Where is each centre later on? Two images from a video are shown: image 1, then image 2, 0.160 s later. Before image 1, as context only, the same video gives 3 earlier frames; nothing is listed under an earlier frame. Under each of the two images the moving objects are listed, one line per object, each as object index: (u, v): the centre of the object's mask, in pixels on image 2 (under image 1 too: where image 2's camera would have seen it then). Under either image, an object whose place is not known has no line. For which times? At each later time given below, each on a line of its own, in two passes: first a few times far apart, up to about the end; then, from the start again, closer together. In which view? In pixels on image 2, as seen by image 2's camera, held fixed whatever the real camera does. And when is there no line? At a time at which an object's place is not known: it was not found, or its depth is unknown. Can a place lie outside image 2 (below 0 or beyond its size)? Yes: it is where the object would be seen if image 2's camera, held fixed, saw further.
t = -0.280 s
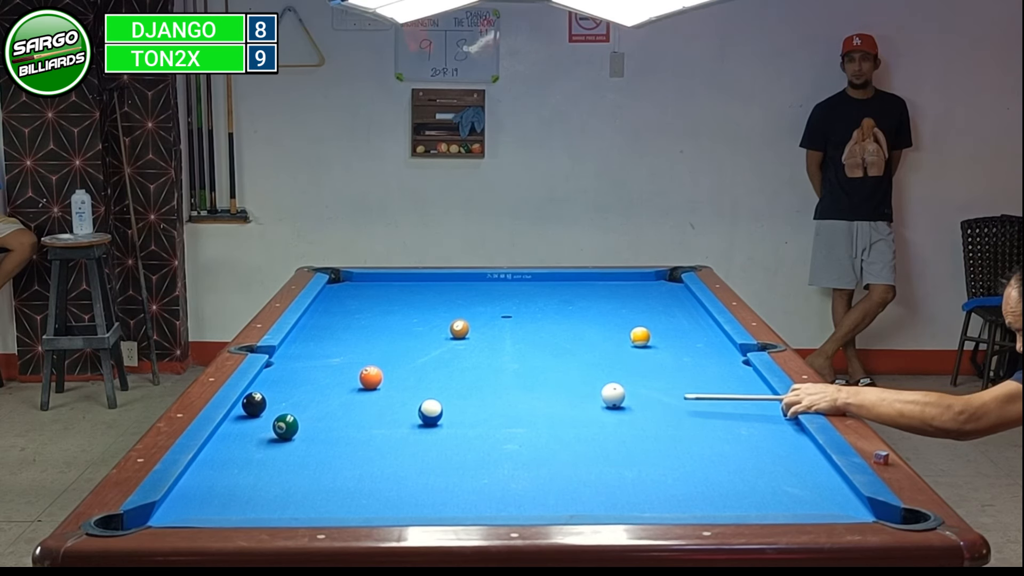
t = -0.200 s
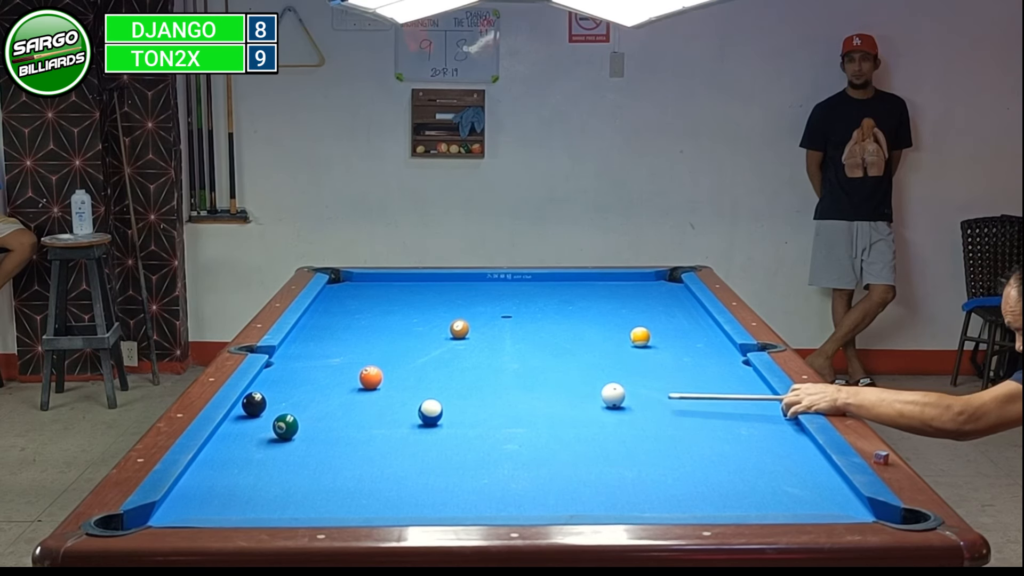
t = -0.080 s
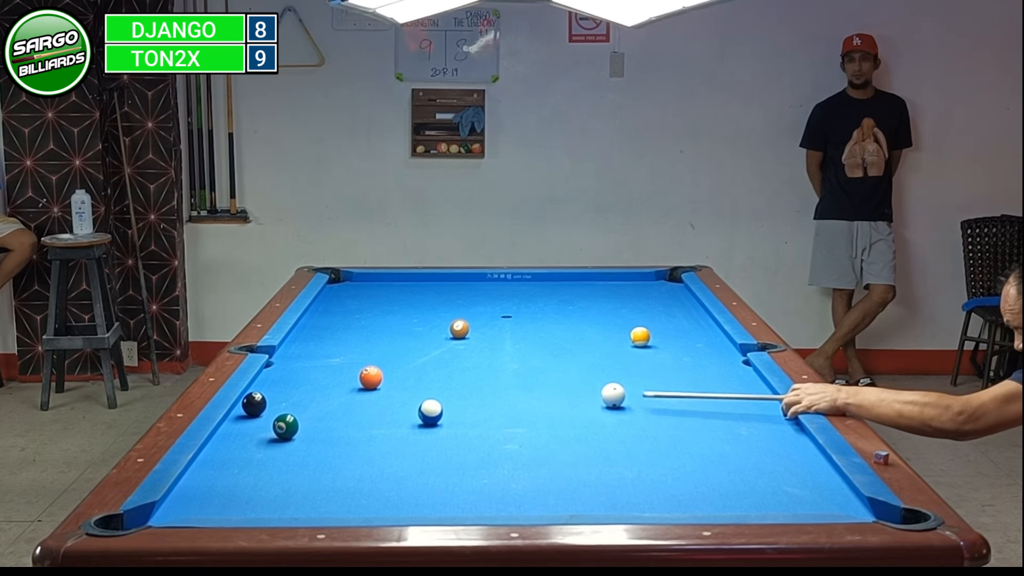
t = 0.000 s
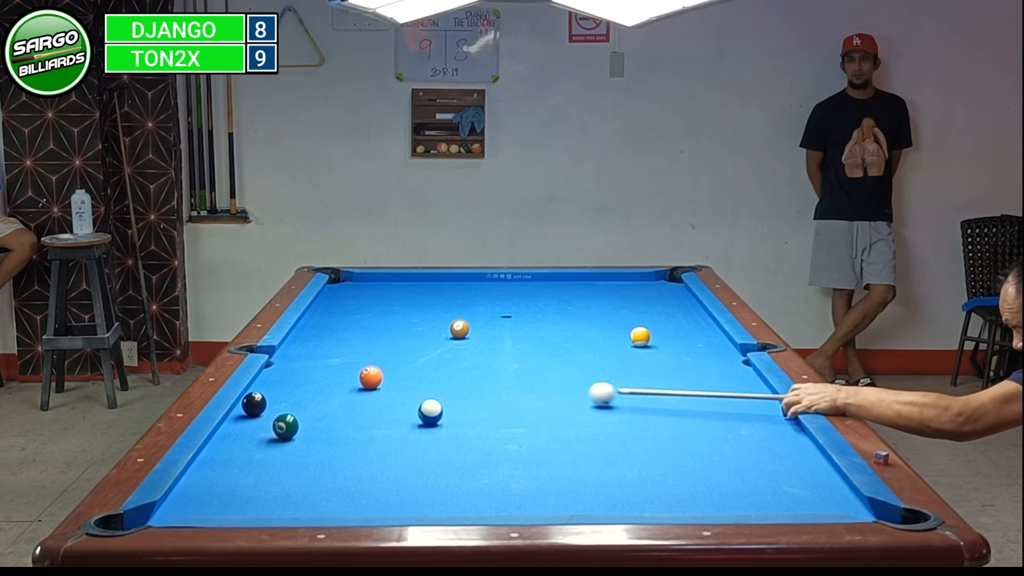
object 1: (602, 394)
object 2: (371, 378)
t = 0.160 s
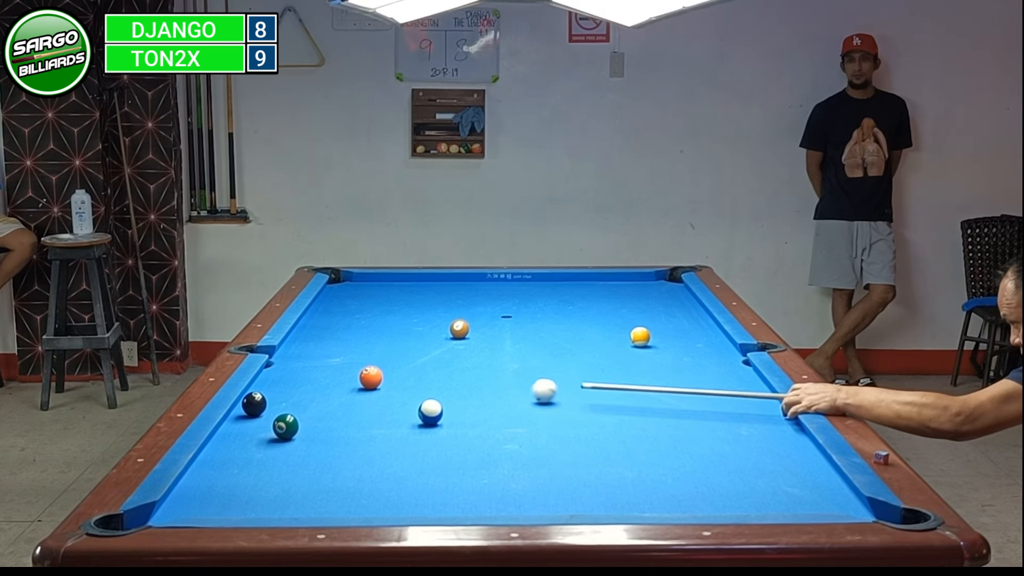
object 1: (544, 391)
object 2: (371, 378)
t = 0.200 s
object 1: (525, 390)
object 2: (371, 378)
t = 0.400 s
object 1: (459, 386)
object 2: (371, 378)
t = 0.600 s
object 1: (391, 381)
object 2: (370, 378)
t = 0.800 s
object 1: (358, 385)
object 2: (342, 372)
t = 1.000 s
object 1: (326, 389)
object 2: (320, 367)
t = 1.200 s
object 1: (296, 393)
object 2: (298, 363)
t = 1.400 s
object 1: (269, 395)
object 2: (279, 358)
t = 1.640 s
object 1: (261, 393)
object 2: (278, 354)
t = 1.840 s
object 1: (269, 398)
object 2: (279, 352)
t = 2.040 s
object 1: (279, 398)
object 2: (284, 353)
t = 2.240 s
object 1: (288, 399)
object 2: (289, 354)
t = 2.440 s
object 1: (295, 399)
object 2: (293, 356)
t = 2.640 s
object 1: (301, 399)
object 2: (295, 357)
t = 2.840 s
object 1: (306, 399)
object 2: (297, 357)
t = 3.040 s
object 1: (309, 399)
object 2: (299, 358)
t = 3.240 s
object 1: (312, 399)
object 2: (300, 358)
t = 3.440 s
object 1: (312, 399)
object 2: (300, 358)
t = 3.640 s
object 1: (312, 399)
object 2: (300, 358)
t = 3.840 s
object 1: (312, 399)
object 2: (300, 358)
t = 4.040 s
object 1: (312, 399)
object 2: (300, 358)
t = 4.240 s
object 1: (312, 399)
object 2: (300, 358)
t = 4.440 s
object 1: (311, 399)
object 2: (300, 358)
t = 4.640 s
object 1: (312, 399)
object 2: (300, 358)
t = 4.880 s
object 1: (312, 399)
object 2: (300, 358)
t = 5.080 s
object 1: (312, 399)
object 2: (300, 358)
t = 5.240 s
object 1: (312, 399)
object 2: (300, 358)
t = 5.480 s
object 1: (312, 399)
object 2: (300, 358)
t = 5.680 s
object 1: (312, 399)
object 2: (300, 358)
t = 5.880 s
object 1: (312, 399)
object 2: (300, 358)
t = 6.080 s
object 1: (312, 399)
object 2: (299, 358)
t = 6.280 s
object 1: (312, 399)
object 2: (300, 358)
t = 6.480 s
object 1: (312, 399)
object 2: (300, 358)
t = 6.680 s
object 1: (312, 399)
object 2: (300, 358)
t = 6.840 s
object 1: (311, 399)
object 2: (299, 358)
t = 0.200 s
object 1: (525, 390)
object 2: (371, 378)
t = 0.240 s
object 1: (513, 389)
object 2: (371, 378)
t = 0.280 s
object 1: (501, 388)
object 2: (371, 378)
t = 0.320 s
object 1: (483, 387)
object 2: (371, 378)
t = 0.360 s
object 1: (471, 386)
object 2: (371, 378)
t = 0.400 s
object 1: (459, 386)
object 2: (371, 378)
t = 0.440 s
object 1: (442, 385)
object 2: (371, 378)
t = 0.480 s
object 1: (430, 384)
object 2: (371, 378)
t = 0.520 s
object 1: (413, 383)
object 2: (371, 378)
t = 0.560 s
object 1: (401, 382)
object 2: (371, 378)
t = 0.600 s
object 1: (391, 381)
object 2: (370, 378)
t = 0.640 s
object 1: (381, 382)
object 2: (363, 376)
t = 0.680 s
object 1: (376, 383)
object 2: (358, 375)
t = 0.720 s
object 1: (371, 383)
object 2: (353, 374)
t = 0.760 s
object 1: (363, 385)
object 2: (346, 372)
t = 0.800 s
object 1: (358, 385)
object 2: (342, 372)
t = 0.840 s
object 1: (350, 386)
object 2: (337, 370)
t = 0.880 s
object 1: (345, 387)
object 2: (333, 369)
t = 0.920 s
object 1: (339, 388)
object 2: (329, 369)
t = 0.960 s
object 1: (332, 389)
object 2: (324, 368)
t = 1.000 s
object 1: (326, 389)
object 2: (320, 367)
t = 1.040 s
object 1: (321, 390)
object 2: (316, 366)
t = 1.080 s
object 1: (314, 391)
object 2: (311, 366)
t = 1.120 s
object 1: (309, 391)
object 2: (307, 365)
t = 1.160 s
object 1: (301, 392)
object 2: (302, 363)
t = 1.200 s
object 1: (296, 393)
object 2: (298, 363)
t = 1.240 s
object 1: (291, 393)
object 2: (295, 362)
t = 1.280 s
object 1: (284, 394)
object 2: (290, 361)
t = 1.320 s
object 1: (279, 395)
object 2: (287, 360)
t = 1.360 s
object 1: (275, 396)
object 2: (284, 360)
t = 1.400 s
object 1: (269, 395)
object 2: (279, 358)
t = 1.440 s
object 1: (266, 393)
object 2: (279, 358)
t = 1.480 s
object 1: (258, 391)
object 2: (279, 357)
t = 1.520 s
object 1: (252, 391)
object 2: (278, 356)
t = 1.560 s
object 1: (254, 391)
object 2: (278, 355)
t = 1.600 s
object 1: (257, 392)
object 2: (278, 355)
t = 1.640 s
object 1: (261, 393)
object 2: (278, 354)
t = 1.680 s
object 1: (263, 395)
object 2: (278, 353)
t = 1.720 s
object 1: (265, 396)
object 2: (278, 352)
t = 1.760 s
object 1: (266, 397)
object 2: (278, 351)
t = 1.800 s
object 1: (268, 397)
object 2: (279, 352)
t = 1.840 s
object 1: (269, 398)
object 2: (279, 352)
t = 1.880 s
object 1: (271, 398)
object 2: (280, 352)
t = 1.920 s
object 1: (274, 398)
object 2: (281, 352)
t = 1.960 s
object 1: (275, 398)
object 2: (282, 353)
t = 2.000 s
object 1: (277, 398)
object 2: (283, 353)
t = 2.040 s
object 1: (279, 398)
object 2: (284, 353)
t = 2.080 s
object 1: (281, 399)
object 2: (285, 353)
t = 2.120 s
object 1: (283, 399)
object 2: (286, 353)
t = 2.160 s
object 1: (284, 399)
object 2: (287, 354)
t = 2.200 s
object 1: (286, 399)
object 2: (288, 354)
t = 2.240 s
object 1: (288, 399)
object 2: (289, 354)
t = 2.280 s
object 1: (289, 399)
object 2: (290, 355)
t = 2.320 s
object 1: (290, 399)
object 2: (290, 355)
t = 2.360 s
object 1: (292, 399)
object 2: (291, 355)
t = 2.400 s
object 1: (293, 399)
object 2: (292, 355)
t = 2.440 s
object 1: (295, 399)
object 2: (293, 356)
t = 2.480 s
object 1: (296, 399)
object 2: (293, 356)
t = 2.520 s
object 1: (297, 399)
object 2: (294, 356)
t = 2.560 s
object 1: (299, 399)
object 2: (295, 356)
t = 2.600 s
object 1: (300, 399)
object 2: (295, 356)
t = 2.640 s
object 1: (301, 399)
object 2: (295, 357)
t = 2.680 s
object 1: (302, 399)
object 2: (296, 357)
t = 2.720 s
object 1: (303, 399)
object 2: (296, 357)
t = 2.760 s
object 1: (304, 399)
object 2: (297, 357)
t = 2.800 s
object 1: (305, 399)
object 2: (297, 357)
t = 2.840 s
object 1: (306, 399)
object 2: (297, 357)
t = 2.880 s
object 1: (306, 399)
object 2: (298, 357)
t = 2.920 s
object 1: (307, 399)
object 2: (298, 357)
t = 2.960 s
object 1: (308, 399)
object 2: (298, 358)
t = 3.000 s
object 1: (309, 399)
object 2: (299, 358)
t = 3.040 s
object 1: (309, 399)
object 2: (299, 358)
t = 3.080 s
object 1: (310, 399)
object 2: (299, 358)
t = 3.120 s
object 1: (311, 399)
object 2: (299, 358)
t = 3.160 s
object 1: (311, 399)
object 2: (300, 358)
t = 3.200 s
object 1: (311, 399)
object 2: (299, 358)
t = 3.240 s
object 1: (312, 399)
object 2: (300, 358)
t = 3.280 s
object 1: (312, 399)
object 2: (300, 358)
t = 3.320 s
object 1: (312, 399)
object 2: (300, 358)
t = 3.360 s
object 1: (312, 399)
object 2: (300, 358)
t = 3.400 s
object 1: (312, 399)
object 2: (300, 358)
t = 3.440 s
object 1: (312, 399)
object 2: (300, 358)
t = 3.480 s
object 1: (312, 399)
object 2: (300, 358)
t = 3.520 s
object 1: (312, 399)
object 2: (300, 358)
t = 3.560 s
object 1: (312, 399)
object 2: (300, 358)
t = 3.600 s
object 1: (312, 399)
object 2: (300, 358)
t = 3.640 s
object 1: (312, 399)
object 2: (300, 358)
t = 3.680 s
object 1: (312, 399)
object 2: (300, 358)
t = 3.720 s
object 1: (312, 399)
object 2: (300, 358)
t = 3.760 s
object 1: (312, 399)
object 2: (300, 358)
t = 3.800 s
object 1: (312, 399)
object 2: (300, 358)
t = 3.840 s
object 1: (312, 399)
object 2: (300, 358)
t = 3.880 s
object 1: (312, 399)
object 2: (300, 358)
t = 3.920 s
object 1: (312, 399)
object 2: (300, 358)
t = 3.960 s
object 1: (312, 399)
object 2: (300, 358)
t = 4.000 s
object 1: (312, 399)
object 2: (300, 358)
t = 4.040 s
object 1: (312, 399)
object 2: (300, 358)
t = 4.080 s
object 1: (312, 399)
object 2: (300, 358)
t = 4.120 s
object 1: (312, 399)
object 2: (300, 358)
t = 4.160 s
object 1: (312, 399)
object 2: (300, 359)
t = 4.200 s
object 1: (312, 399)
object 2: (300, 358)
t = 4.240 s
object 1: (312, 399)
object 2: (300, 358)
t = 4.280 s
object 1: (312, 399)
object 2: (300, 358)
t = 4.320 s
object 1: (311, 399)
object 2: (300, 358)
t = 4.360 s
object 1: (312, 399)
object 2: (300, 358)
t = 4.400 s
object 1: (312, 399)
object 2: (300, 358)
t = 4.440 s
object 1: (311, 399)
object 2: (300, 358)
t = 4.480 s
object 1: (312, 399)
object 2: (300, 358)
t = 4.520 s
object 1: (312, 399)
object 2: (300, 358)
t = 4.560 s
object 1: (312, 399)
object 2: (300, 358)
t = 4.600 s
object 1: (312, 399)
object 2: (300, 358)
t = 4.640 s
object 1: (312, 399)
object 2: (300, 358)
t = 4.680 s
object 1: (312, 399)
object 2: (300, 358)
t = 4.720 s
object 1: (312, 399)
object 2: (300, 358)
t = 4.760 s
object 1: (312, 399)
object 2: (300, 358)
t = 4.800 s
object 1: (312, 399)
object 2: (300, 358)
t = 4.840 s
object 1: (312, 399)
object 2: (300, 358)
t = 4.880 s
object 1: (312, 399)
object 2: (300, 358)
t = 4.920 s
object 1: (312, 399)
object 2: (300, 358)
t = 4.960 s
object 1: (312, 399)
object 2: (300, 358)
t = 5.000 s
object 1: (312, 399)
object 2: (300, 358)
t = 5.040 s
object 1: (312, 399)
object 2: (300, 358)
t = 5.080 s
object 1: (312, 399)
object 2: (300, 358)
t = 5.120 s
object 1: (312, 399)
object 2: (300, 358)
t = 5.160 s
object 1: (312, 399)
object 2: (300, 358)
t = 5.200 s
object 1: (312, 399)
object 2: (300, 358)
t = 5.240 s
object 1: (312, 399)
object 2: (300, 358)
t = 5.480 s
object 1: (312, 399)
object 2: (300, 358)
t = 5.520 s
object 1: (312, 399)
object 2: (300, 358)
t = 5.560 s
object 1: (312, 399)
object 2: (300, 358)
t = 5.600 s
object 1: (312, 399)
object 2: (300, 358)
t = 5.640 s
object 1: (312, 399)
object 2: (300, 358)
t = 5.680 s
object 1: (312, 399)
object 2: (300, 358)
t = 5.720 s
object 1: (312, 399)
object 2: (300, 358)
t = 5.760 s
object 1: (312, 399)
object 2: (300, 358)
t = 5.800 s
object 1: (312, 399)
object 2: (300, 358)
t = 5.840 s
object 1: (312, 399)
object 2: (299, 358)
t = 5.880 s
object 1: (312, 399)
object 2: (300, 358)
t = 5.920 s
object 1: (312, 399)
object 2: (300, 358)
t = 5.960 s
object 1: (311, 399)
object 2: (300, 358)
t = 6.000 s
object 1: (311, 399)
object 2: (300, 358)
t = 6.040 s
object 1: (311, 399)
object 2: (300, 358)
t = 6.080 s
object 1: (312, 399)
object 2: (299, 358)
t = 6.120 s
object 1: (312, 399)
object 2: (299, 358)
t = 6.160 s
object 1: (312, 399)
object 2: (300, 358)
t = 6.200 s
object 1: (312, 399)
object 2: (300, 358)
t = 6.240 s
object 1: (311, 399)
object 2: (300, 358)
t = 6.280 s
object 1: (312, 399)
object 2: (300, 358)
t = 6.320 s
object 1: (312, 399)
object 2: (300, 358)
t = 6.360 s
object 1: (311, 399)
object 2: (300, 358)
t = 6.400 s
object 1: (311, 399)
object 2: (300, 358)
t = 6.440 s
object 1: (312, 399)
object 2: (300, 358)
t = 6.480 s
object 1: (312, 399)
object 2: (300, 358)
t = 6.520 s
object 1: (312, 399)
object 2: (300, 358)
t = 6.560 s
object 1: (311, 399)
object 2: (300, 358)
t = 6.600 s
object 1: (312, 399)
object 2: (300, 358)
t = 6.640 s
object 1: (312, 399)
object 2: (299, 358)
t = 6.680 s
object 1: (312, 399)
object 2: (300, 358)
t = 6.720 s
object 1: (311, 399)
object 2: (300, 358)
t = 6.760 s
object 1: (312, 399)
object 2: (300, 358)
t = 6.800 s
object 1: (312, 399)
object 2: (300, 358)
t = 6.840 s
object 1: (311, 399)
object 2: (299, 358)
